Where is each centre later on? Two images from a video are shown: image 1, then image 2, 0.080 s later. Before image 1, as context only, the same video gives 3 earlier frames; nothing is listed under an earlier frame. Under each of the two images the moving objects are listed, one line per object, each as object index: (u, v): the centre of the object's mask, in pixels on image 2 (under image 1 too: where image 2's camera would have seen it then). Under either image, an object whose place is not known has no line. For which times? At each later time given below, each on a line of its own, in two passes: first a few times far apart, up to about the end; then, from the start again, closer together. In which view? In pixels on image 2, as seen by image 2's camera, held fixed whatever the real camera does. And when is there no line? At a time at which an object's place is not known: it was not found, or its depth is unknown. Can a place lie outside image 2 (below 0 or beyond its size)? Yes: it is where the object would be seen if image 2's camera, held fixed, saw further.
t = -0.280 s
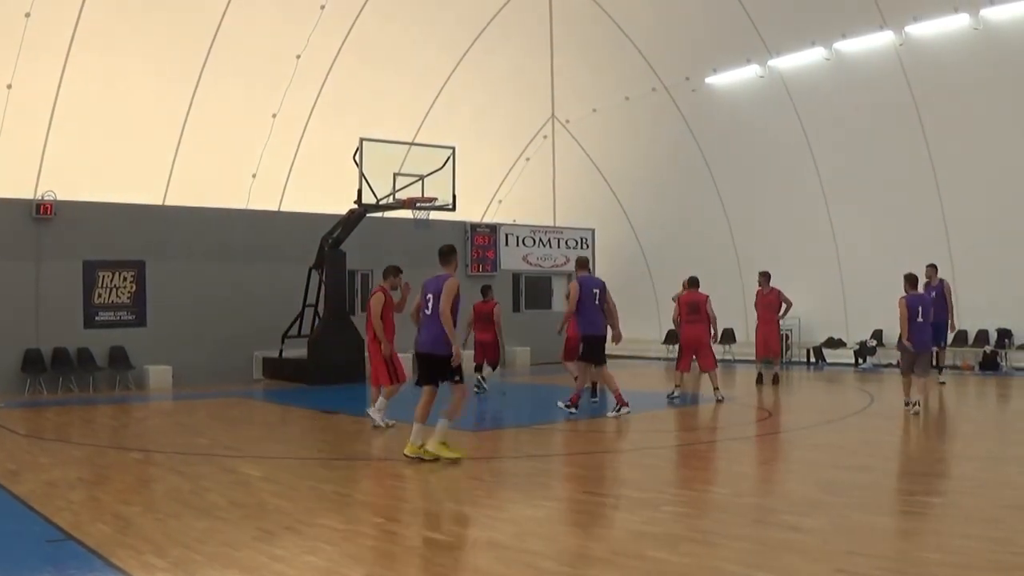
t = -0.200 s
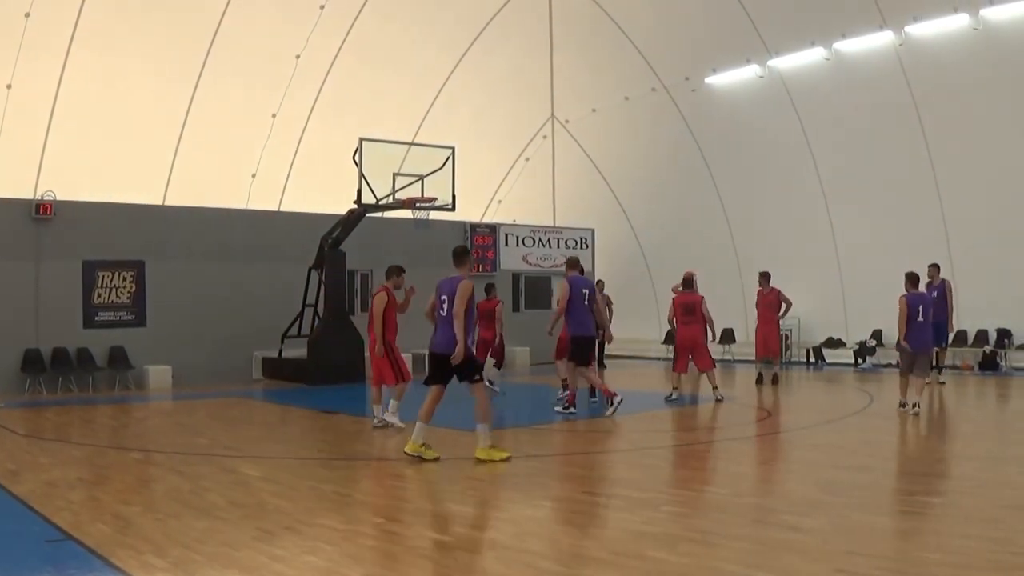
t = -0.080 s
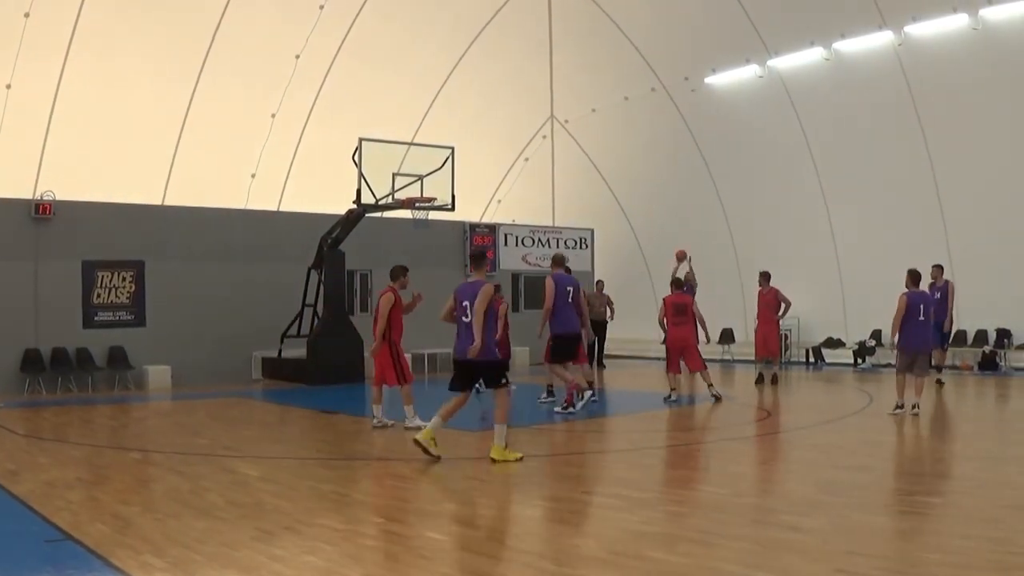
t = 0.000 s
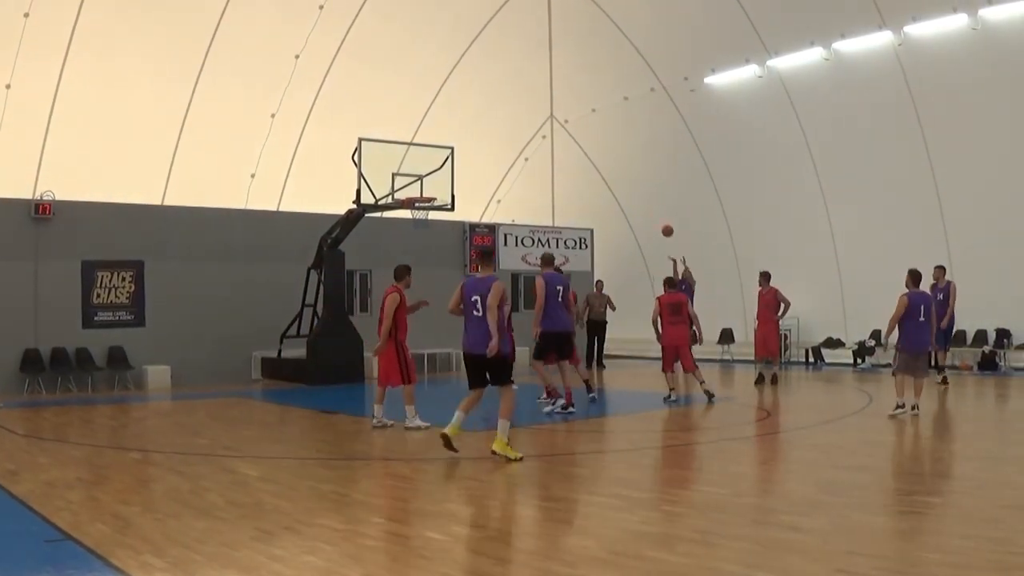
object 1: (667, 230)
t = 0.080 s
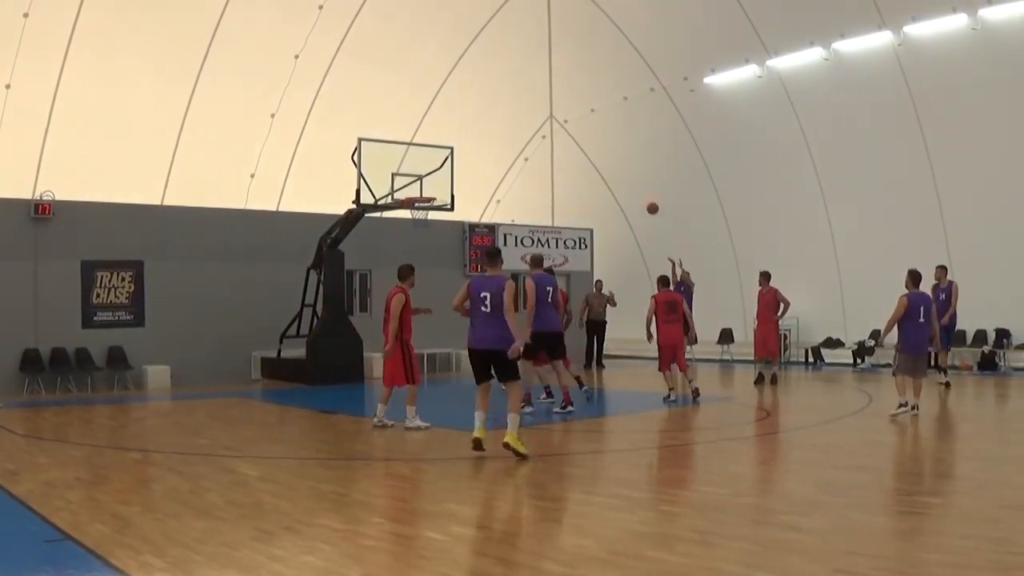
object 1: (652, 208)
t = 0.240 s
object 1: (622, 170)
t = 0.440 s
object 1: (582, 140)
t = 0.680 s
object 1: (530, 129)
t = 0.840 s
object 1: (493, 139)
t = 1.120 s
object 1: (422, 198)
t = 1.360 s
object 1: (411, 223)
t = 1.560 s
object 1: (417, 262)
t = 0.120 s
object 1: (645, 197)
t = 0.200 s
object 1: (630, 179)
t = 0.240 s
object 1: (622, 170)
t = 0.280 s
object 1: (614, 163)
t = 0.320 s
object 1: (606, 156)
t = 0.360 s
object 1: (598, 150)
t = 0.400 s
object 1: (590, 144)
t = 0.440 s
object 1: (582, 140)
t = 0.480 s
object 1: (574, 136)
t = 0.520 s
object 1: (565, 133)
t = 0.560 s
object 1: (557, 130)
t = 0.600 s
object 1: (548, 129)
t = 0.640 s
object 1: (539, 128)
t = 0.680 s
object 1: (530, 129)
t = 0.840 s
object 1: (493, 139)
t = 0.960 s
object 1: (463, 158)
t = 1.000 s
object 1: (453, 167)
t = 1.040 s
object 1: (443, 176)
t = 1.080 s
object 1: (432, 187)
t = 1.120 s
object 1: (422, 198)
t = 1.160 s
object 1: (412, 207)
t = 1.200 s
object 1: (408, 209)
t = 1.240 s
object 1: (408, 211)
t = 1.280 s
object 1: (409, 214)
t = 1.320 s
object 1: (410, 218)
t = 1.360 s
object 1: (411, 223)
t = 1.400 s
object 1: (412, 229)
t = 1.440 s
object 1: (414, 236)
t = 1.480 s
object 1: (415, 243)
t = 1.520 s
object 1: (416, 252)
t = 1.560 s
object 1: (417, 262)
